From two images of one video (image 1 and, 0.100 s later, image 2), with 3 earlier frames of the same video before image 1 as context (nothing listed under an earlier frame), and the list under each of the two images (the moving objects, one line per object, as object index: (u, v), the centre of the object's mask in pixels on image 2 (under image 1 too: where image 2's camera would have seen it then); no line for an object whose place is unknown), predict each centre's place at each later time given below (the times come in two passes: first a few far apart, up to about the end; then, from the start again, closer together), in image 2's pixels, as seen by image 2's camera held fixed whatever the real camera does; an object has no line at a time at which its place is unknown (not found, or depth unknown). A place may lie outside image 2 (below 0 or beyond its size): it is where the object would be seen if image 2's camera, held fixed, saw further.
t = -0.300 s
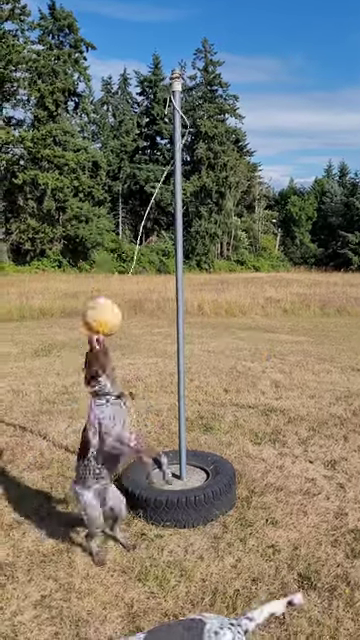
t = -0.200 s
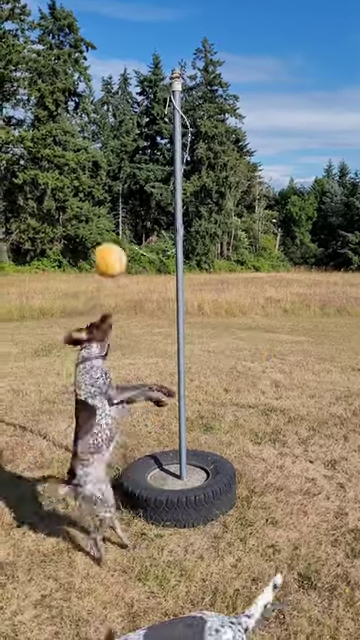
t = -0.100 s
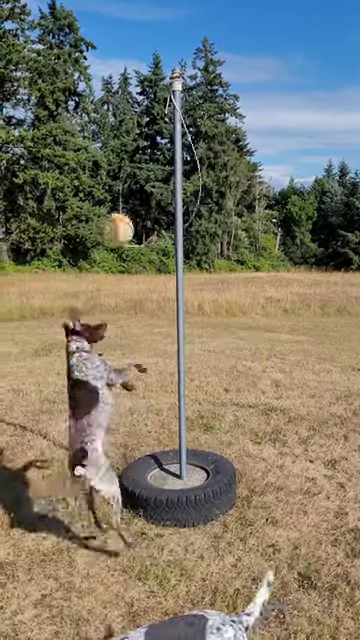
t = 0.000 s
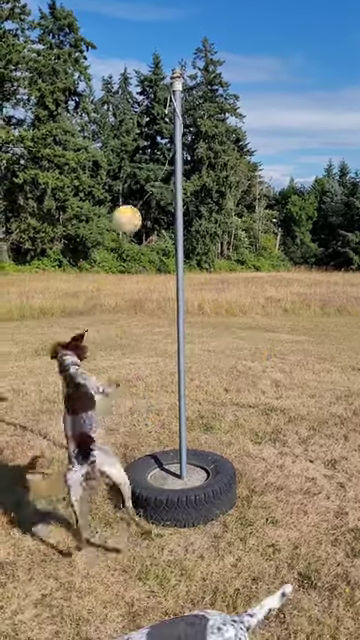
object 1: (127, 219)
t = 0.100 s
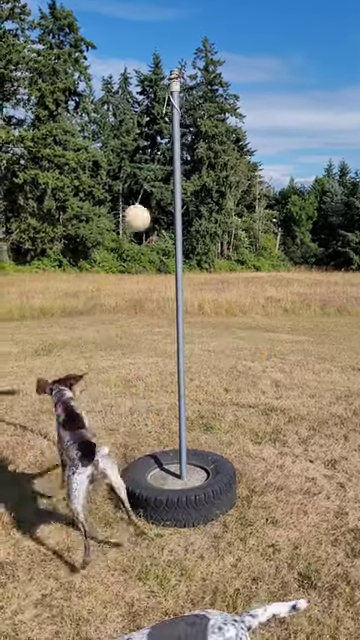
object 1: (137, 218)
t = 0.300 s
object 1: (175, 203)
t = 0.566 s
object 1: (233, 270)
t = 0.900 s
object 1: (242, 350)
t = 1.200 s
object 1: (149, 329)
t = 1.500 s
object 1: (18, 296)
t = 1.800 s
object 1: (10, 320)
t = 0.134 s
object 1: (141, 214)
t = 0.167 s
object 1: (147, 209)
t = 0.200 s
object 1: (153, 206)
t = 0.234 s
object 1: (161, 203)
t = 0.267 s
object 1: (165, 202)
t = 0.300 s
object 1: (175, 203)
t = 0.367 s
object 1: (193, 210)
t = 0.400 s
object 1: (199, 217)
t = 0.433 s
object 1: (205, 225)
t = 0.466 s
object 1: (212, 234)
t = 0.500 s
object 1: (218, 244)
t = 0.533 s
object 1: (225, 256)
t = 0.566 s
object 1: (233, 270)
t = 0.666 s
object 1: (249, 311)
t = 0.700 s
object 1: (254, 322)
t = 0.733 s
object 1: (255, 327)
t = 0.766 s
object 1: (254, 330)
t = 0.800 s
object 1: (253, 334)
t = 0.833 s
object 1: (250, 338)
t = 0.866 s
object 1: (246, 344)
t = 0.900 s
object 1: (242, 350)
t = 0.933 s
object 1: (236, 357)
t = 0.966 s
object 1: (230, 364)
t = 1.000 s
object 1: (222, 372)
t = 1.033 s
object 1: (214, 375)
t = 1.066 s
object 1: (203, 372)
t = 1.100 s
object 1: (191, 361)
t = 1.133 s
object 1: (178, 350)
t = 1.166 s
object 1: (164, 340)
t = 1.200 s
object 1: (149, 329)
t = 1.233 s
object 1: (134, 320)
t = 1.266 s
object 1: (118, 312)
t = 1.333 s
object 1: (86, 303)
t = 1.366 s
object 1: (70, 301)
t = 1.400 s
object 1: (54, 299)
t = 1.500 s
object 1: (18, 296)
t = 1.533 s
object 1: (15, 293)
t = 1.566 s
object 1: (14, 293)
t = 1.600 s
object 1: (12, 293)
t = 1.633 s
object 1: (11, 293)
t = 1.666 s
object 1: (10, 295)
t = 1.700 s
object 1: (9, 299)
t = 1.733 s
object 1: (9, 305)
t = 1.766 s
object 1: (9, 311)
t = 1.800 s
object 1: (10, 320)
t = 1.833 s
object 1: (11, 329)
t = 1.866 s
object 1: (13, 338)
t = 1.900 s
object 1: (16, 344)
